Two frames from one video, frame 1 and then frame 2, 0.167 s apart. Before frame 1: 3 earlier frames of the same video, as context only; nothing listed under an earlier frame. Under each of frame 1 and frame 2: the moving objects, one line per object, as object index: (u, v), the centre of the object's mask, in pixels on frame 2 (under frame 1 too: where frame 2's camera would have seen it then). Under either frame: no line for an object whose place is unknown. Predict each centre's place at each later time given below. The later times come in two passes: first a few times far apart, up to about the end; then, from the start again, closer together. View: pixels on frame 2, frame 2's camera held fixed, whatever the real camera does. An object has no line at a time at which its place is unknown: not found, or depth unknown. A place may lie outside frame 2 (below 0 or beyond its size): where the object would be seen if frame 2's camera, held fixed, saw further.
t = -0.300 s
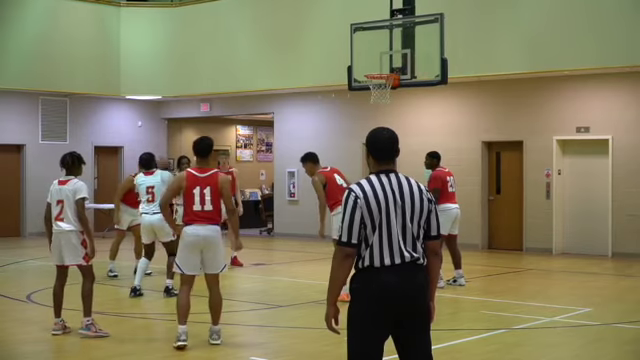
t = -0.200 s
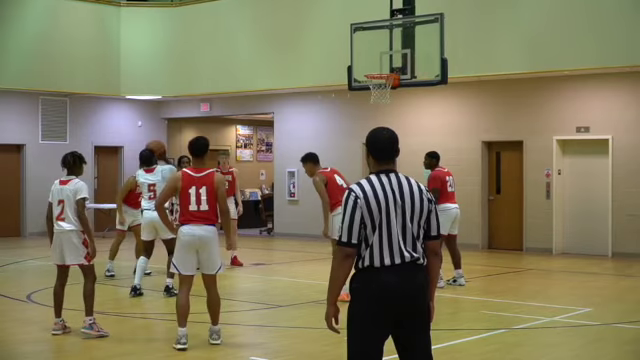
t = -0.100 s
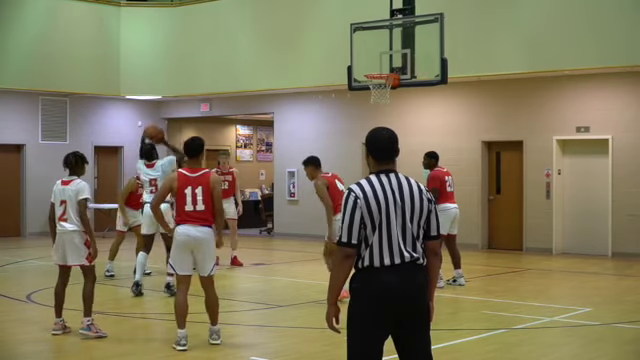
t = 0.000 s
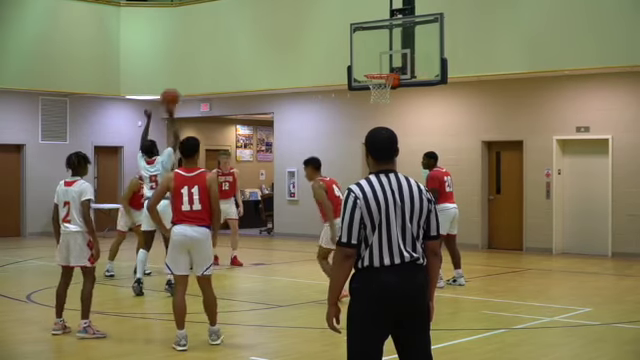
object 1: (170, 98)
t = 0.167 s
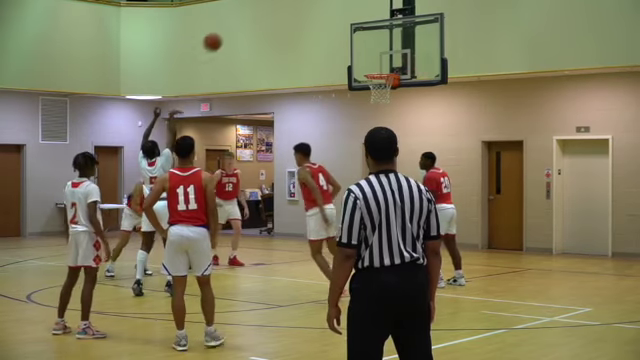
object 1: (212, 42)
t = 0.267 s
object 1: (236, 21)
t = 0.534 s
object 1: (293, 4)
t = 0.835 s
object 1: (348, 36)
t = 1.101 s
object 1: (386, 101)
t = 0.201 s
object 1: (220, 34)
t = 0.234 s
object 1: (228, 27)
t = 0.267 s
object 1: (236, 21)
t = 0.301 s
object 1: (244, 16)
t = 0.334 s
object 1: (251, 11)
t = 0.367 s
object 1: (258, 8)
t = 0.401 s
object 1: (265, 6)
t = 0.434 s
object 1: (273, 5)
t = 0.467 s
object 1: (279, 4)
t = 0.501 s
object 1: (287, 4)
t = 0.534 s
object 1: (293, 4)
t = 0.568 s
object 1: (300, 4)
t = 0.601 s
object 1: (306, 5)
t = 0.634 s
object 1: (313, 7)
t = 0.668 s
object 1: (319, 10)
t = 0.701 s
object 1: (325, 14)
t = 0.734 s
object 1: (331, 18)
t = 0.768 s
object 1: (337, 24)
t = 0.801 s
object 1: (343, 30)
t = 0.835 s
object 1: (348, 36)
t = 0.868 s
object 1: (354, 42)
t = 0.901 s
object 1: (360, 51)
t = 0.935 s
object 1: (365, 59)
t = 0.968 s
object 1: (371, 67)
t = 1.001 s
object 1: (375, 75)
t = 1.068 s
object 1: (384, 92)
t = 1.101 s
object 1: (386, 101)
